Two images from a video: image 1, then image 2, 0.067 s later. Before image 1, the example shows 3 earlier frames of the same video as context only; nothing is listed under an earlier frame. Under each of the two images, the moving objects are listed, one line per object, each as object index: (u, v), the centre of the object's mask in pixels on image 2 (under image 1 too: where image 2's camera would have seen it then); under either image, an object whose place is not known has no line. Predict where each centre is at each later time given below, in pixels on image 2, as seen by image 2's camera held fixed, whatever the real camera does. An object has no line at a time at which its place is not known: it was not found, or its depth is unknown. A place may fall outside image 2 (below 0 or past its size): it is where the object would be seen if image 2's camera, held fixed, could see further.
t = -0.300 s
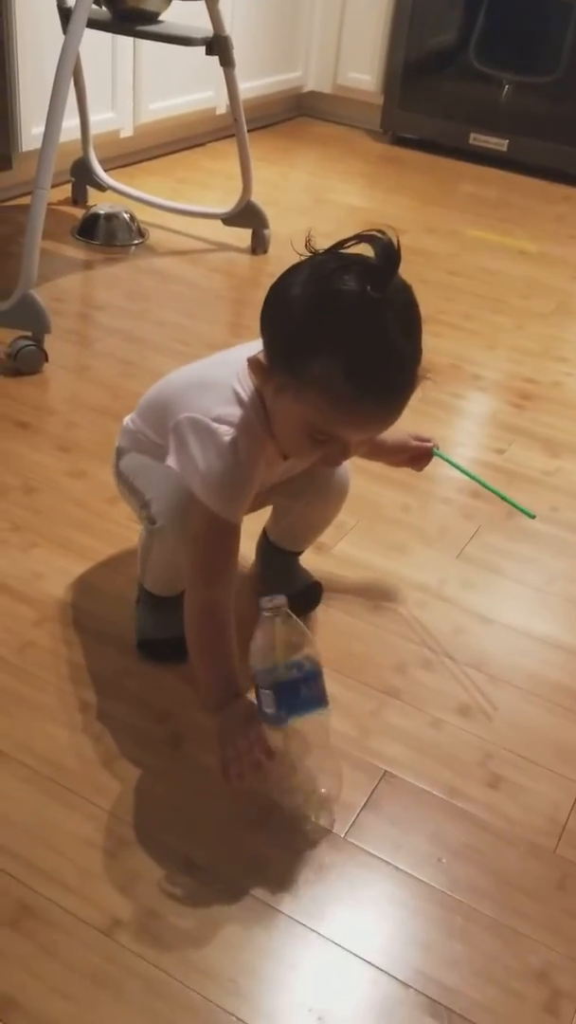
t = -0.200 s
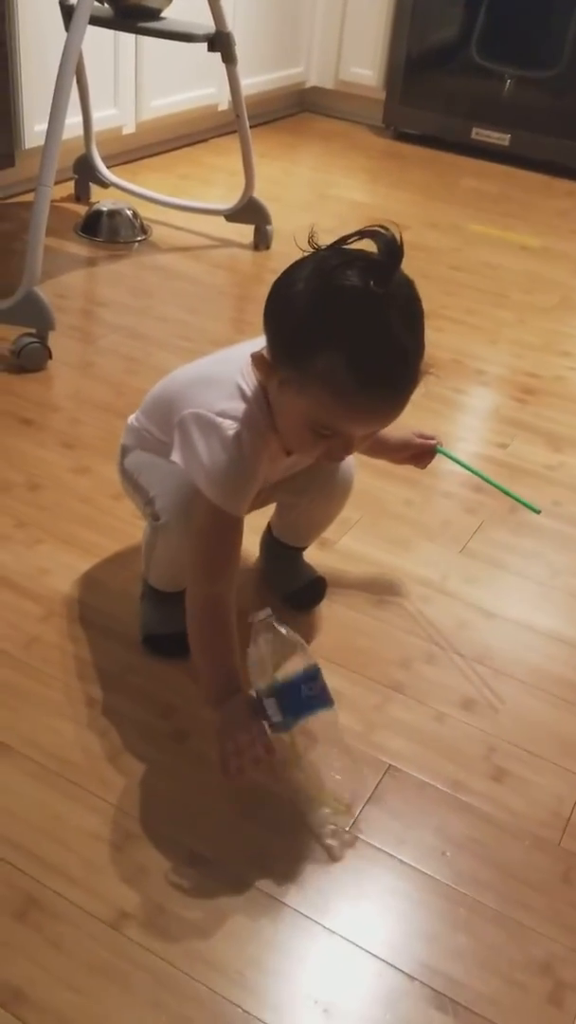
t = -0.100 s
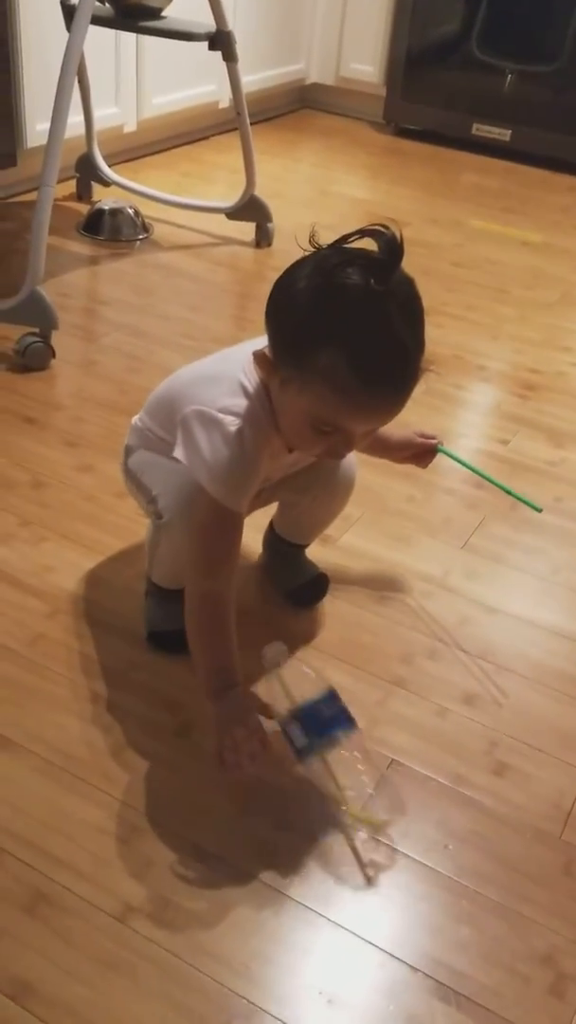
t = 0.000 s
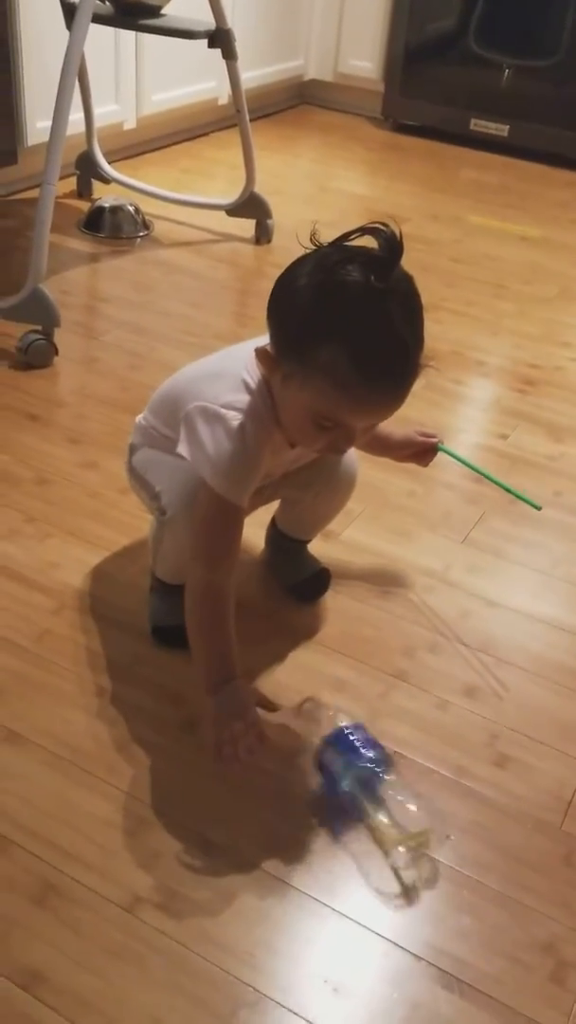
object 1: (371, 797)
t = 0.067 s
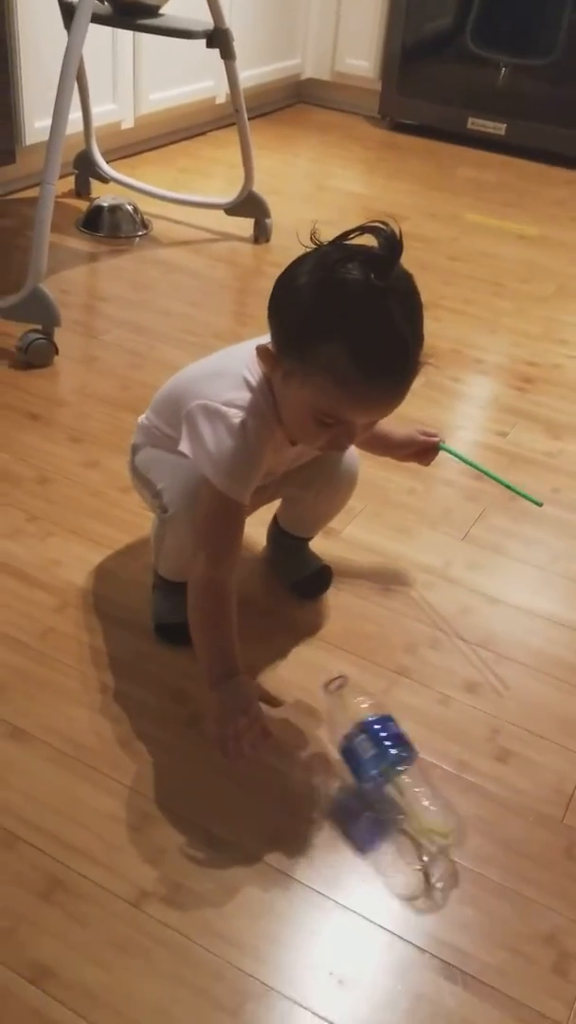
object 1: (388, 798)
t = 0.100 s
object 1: (396, 802)
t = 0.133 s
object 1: (401, 806)
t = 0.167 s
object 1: (411, 814)
